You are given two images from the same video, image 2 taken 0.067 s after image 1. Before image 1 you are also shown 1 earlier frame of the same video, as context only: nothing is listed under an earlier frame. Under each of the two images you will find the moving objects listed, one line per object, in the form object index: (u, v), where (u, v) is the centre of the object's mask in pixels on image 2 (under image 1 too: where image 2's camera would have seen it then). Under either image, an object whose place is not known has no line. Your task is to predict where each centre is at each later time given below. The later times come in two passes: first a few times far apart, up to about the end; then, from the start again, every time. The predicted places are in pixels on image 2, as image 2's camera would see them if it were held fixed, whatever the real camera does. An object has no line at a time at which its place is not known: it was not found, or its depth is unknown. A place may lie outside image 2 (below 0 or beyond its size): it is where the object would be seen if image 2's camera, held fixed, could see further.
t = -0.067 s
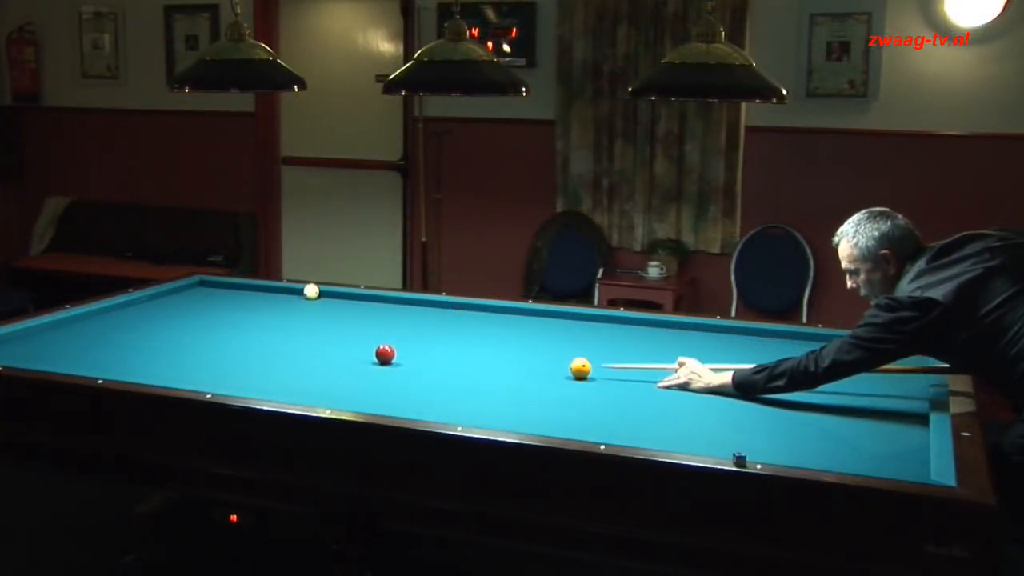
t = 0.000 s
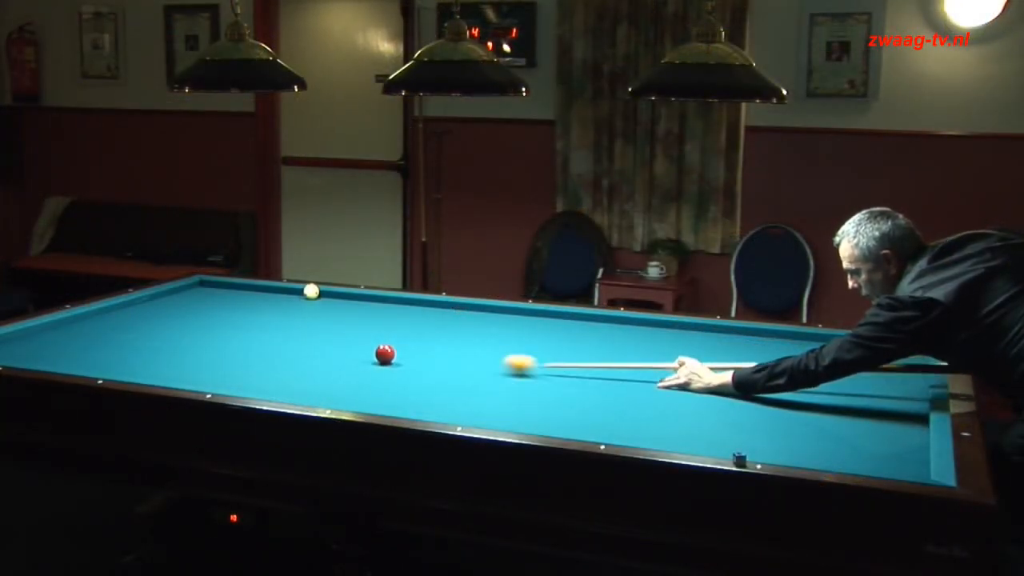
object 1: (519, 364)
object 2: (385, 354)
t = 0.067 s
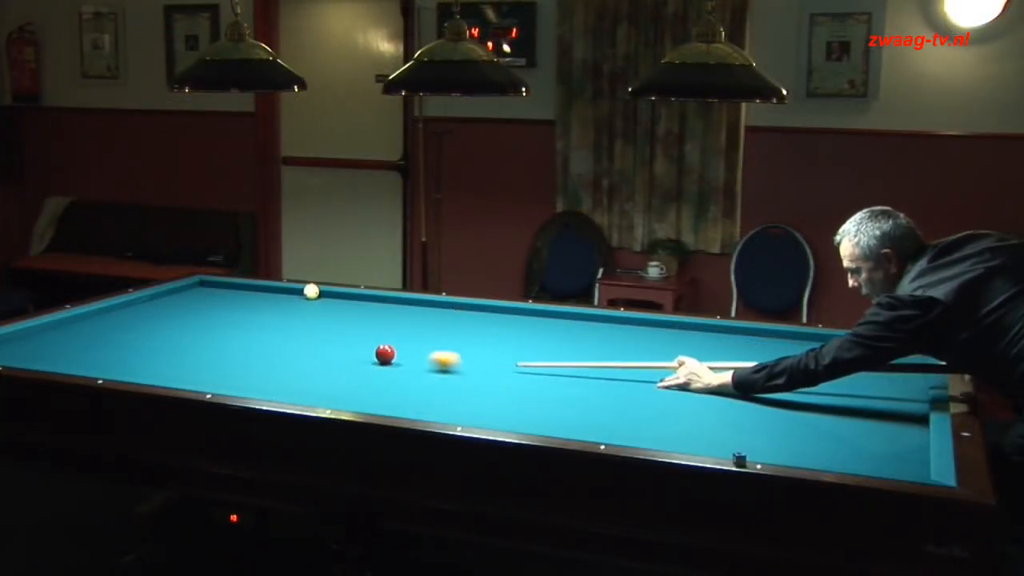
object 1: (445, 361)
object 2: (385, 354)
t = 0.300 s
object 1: (237, 370)
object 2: (352, 334)
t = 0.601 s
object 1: (76, 354)
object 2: (316, 313)
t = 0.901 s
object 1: (78, 329)
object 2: (286, 295)
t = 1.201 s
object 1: (219, 319)
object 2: (238, 290)
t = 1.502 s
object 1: (340, 311)
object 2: (178, 292)
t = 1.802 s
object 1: (445, 304)
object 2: (167, 299)
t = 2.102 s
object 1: (500, 321)
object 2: (168, 308)
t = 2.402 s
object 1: (563, 339)
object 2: (169, 317)
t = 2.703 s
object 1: (634, 359)
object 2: (170, 327)
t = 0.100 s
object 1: (409, 359)
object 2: (385, 354)
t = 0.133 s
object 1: (376, 359)
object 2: (383, 348)
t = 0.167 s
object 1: (348, 362)
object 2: (374, 347)
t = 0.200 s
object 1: (321, 364)
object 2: (368, 344)
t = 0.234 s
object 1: (293, 366)
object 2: (362, 340)
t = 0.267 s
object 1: (265, 368)
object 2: (357, 337)
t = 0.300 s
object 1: (237, 370)
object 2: (352, 334)
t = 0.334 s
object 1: (210, 371)
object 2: (347, 331)
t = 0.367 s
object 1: (184, 373)
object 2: (343, 329)
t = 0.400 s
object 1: (156, 373)
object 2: (339, 326)
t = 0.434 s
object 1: (129, 372)
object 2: (335, 324)
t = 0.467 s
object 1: (113, 370)
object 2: (331, 322)
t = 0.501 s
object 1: (103, 366)
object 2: (327, 319)
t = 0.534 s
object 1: (94, 363)
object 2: (323, 317)
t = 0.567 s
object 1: (85, 359)
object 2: (319, 315)
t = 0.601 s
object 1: (76, 354)
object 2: (316, 313)
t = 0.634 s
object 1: (66, 350)
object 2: (312, 311)
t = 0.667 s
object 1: (56, 346)
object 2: (309, 309)
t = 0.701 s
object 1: (47, 343)
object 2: (305, 307)
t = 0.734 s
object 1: (38, 340)
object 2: (302, 304)
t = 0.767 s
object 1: (29, 336)
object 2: (299, 303)
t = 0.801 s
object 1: (21, 333)
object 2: (295, 301)
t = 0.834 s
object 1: (37, 331)
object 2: (292, 299)
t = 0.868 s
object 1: (58, 330)
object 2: (289, 297)
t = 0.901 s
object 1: (78, 329)
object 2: (286, 295)
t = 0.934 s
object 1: (96, 328)
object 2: (283, 294)
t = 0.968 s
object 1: (114, 327)
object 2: (280, 292)
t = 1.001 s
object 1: (131, 326)
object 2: (277, 290)
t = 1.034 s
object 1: (147, 325)
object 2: (274, 289)
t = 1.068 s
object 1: (162, 324)
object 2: (266, 289)
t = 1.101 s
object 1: (176, 323)
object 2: (259, 289)
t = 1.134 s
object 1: (191, 322)
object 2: (252, 289)
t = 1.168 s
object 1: (205, 321)
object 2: (245, 290)
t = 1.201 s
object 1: (219, 319)
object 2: (238, 290)
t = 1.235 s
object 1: (233, 318)
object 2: (232, 290)
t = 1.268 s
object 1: (247, 317)
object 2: (225, 290)
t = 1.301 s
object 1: (261, 316)
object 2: (218, 290)
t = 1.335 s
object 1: (274, 315)
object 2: (212, 290)
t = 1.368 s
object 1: (287, 314)
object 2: (205, 290)
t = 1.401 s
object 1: (300, 313)
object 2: (198, 291)
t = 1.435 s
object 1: (314, 312)
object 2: (191, 291)
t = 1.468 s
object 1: (327, 312)
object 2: (184, 292)
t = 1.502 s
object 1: (340, 311)
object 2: (178, 292)
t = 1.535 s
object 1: (352, 310)
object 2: (171, 292)
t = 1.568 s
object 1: (365, 309)
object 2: (165, 292)
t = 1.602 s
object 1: (377, 308)
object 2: (165, 293)
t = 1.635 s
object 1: (389, 307)
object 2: (166, 294)
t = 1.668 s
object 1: (402, 306)
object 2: (167, 295)
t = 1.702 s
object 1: (414, 305)
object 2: (167, 296)
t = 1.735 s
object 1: (425, 304)
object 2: (167, 297)
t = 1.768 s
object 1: (437, 303)
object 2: (167, 298)
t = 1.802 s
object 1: (445, 304)
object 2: (167, 299)
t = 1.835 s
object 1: (450, 306)
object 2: (167, 300)
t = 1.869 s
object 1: (456, 308)
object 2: (167, 301)
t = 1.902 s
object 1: (461, 310)
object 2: (167, 301)
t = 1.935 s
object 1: (468, 312)
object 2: (167, 303)
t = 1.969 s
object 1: (474, 314)
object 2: (167, 304)
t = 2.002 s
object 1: (480, 316)
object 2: (168, 304)
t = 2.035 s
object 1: (487, 317)
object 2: (167, 306)
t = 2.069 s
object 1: (493, 319)
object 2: (168, 307)
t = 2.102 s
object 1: (500, 321)
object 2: (168, 308)
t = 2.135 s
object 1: (507, 323)
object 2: (168, 308)
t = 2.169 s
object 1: (513, 325)
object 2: (168, 310)
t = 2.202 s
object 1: (520, 327)
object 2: (168, 311)
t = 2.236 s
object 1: (527, 329)
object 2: (168, 312)
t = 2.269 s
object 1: (534, 331)
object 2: (169, 313)
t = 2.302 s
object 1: (541, 333)
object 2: (169, 314)
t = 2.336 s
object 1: (548, 335)
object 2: (169, 315)
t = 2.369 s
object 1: (556, 337)
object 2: (169, 316)
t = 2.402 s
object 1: (563, 339)
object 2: (169, 317)
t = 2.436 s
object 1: (570, 341)
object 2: (169, 318)
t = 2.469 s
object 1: (578, 343)
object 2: (169, 319)
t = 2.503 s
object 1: (586, 345)
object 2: (169, 320)
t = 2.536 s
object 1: (593, 347)
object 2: (170, 322)
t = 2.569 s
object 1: (601, 350)
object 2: (170, 323)
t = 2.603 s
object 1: (609, 352)
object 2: (170, 324)
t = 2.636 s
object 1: (617, 354)
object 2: (170, 325)
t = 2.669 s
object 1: (626, 357)
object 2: (170, 326)
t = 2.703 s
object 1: (634, 359)
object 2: (170, 327)
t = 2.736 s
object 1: (643, 361)
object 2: (171, 329)
